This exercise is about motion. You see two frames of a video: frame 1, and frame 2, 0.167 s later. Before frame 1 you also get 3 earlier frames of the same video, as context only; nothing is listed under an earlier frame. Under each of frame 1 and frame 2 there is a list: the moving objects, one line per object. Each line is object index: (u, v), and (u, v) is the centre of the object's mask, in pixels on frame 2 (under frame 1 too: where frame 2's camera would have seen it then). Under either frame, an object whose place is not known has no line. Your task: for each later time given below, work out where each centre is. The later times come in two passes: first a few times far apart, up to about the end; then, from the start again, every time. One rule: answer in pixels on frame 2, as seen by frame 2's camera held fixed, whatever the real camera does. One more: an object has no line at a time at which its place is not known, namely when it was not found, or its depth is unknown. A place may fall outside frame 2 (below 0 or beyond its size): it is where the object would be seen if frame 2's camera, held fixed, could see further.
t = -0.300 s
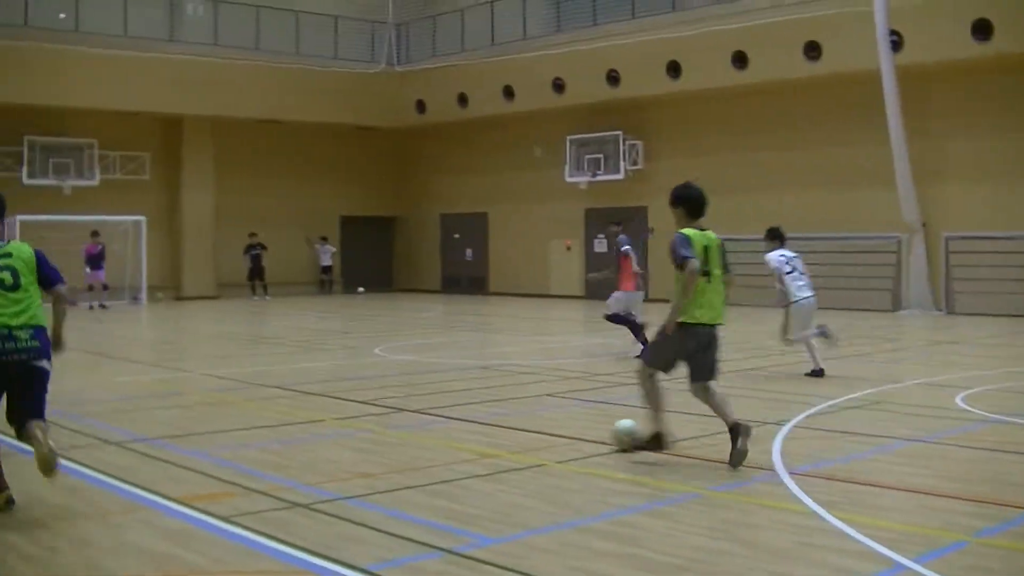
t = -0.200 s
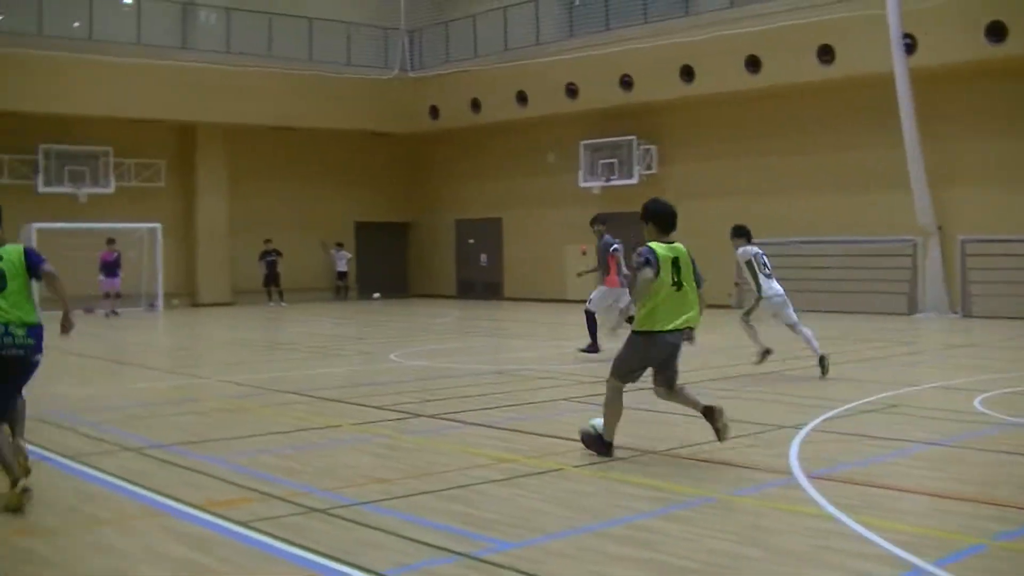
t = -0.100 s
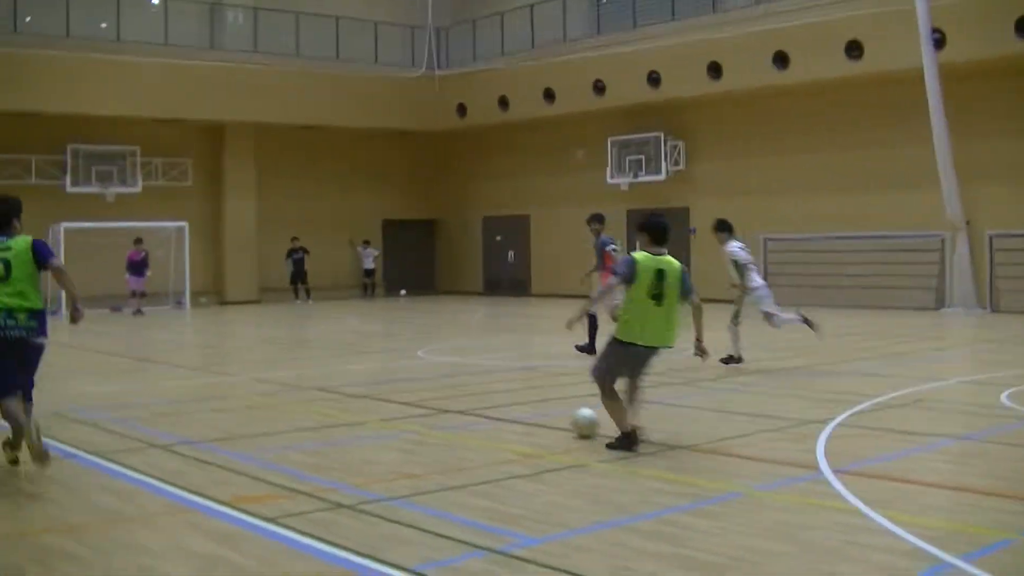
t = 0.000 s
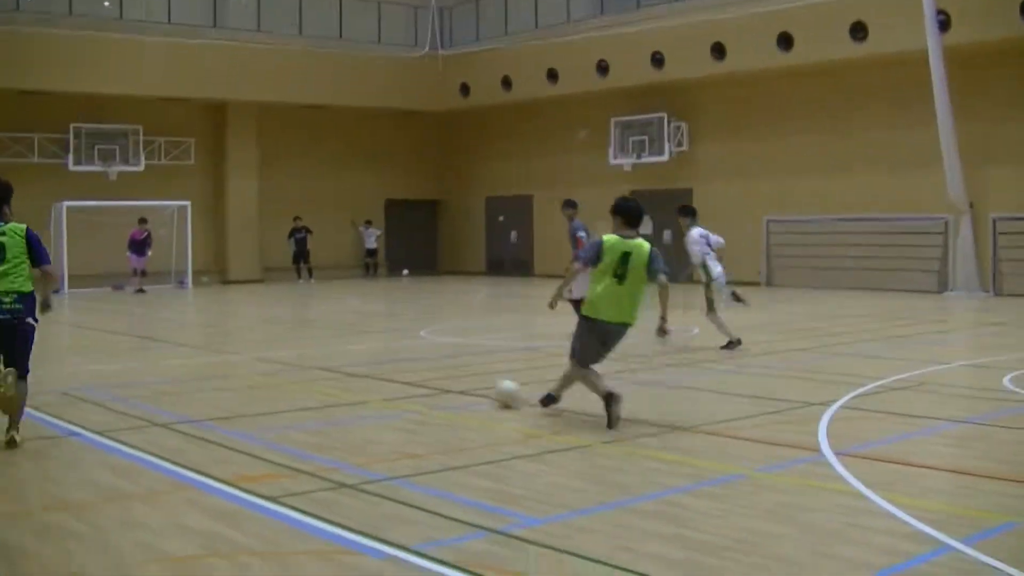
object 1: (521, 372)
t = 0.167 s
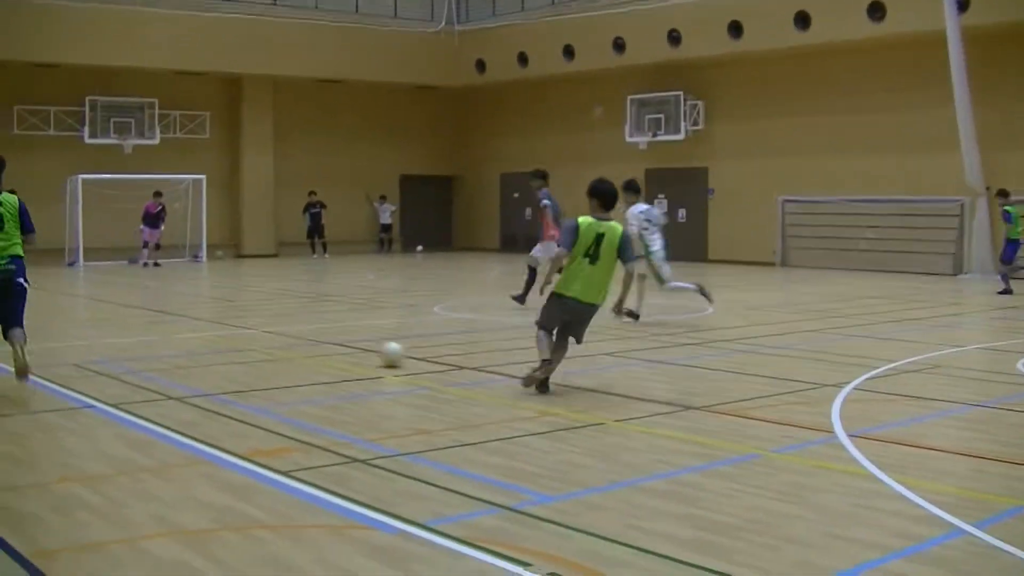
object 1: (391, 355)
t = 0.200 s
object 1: (374, 352)
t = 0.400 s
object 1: (275, 338)
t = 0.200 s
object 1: (374, 352)
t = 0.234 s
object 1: (353, 349)
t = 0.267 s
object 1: (336, 347)
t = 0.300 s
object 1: (319, 345)
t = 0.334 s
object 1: (304, 343)
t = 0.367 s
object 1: (289, 339)
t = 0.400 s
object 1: (275, 338)
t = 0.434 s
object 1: (263, 338)
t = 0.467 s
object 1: (251, 336)
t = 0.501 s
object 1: (238, 335)
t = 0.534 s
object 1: (226, 333)
